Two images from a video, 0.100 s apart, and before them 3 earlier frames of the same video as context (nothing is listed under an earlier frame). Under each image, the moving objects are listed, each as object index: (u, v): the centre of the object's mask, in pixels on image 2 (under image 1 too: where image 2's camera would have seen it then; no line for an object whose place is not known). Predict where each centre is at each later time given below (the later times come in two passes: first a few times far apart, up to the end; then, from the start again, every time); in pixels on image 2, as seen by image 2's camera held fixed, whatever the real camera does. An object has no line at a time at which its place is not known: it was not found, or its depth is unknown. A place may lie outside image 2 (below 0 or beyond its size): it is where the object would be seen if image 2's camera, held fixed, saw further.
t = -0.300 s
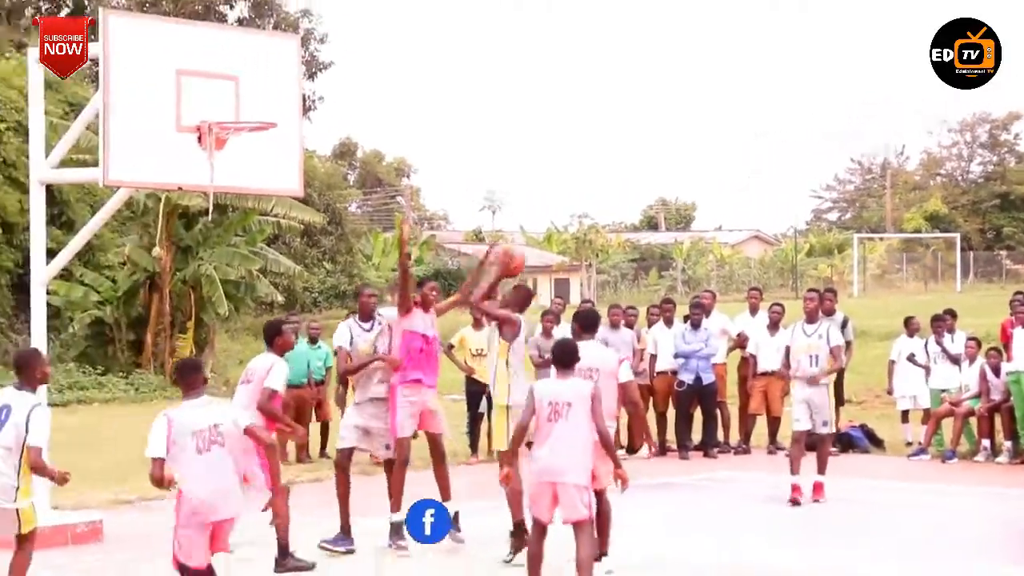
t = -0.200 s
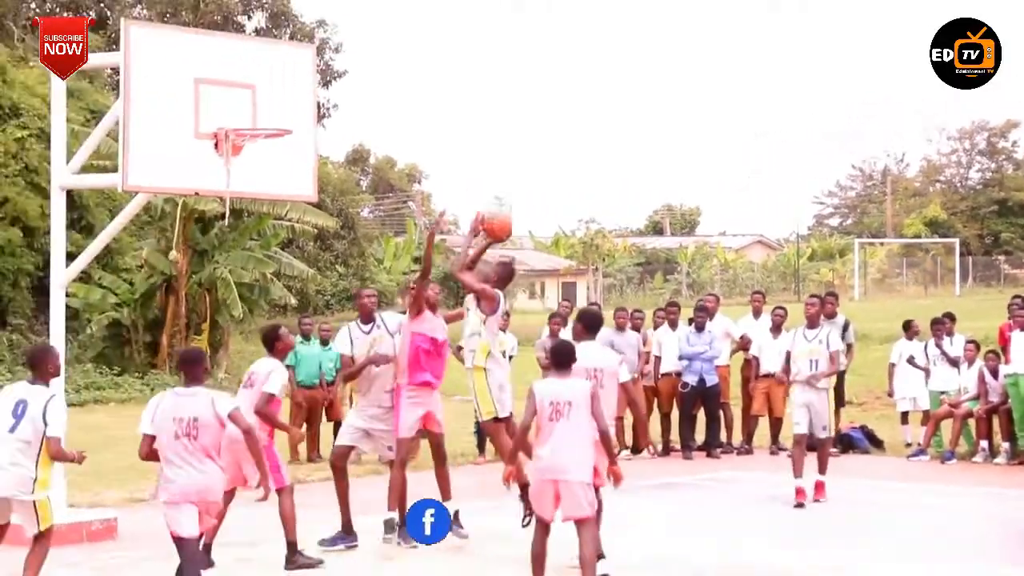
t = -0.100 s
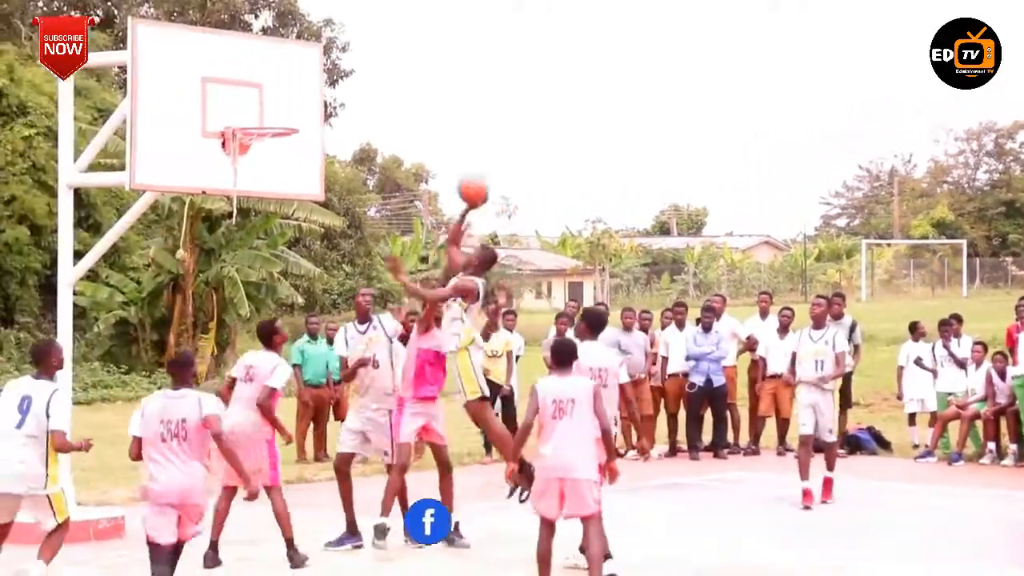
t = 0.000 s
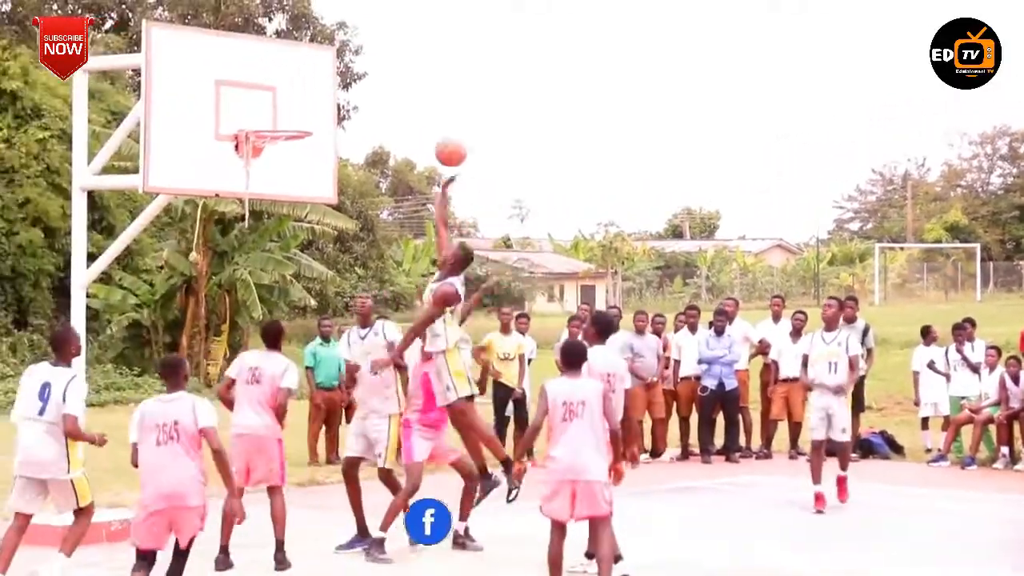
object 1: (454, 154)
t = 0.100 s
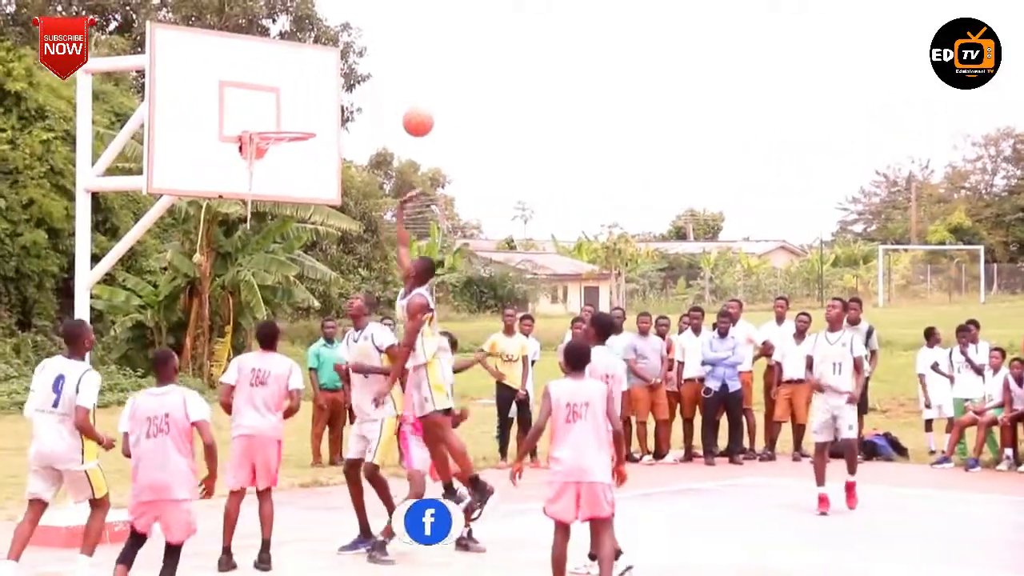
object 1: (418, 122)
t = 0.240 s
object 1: (366, 102)
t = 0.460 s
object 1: (287, 118)
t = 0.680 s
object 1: (296, 151)
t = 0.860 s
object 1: (324, 209)
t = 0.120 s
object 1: (411, 118)
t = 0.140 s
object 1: (403, 114)
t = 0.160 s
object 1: (395, 110)
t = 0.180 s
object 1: (388, 107)
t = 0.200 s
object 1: (381, 104)
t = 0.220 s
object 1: (374, 103)
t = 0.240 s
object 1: (366, 102)
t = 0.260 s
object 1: (359, 101)
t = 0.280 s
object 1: (352, 100)
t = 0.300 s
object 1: (345, 100)
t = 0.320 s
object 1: (338, 100)
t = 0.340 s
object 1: (330, 102)
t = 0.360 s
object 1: (323, 103)
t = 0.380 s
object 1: (316, 106)
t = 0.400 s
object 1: (309, 108)
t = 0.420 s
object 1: (302, 112)
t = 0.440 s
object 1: (295, 115)
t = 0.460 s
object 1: (287, 118)
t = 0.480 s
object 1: (281, 120)
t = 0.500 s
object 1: (273, 124)
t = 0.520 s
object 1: (274, 131)
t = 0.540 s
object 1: (276, 132)
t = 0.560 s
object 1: (277, 134)
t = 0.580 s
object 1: (278, 136)
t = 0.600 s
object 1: (282, 138)
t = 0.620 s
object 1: (286, 143)
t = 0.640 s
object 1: (289, 145)
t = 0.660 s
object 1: (292, 147)
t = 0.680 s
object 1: (296, 151)
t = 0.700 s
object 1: (299, 155)
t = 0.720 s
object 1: (302, 160)
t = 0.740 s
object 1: (306, 165)
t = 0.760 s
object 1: (309, 172)
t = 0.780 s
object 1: (312, 178)
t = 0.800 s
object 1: (315, 186)
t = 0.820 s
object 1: (317, 193)
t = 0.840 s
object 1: (321, 201)
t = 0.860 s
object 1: (324, 209)
